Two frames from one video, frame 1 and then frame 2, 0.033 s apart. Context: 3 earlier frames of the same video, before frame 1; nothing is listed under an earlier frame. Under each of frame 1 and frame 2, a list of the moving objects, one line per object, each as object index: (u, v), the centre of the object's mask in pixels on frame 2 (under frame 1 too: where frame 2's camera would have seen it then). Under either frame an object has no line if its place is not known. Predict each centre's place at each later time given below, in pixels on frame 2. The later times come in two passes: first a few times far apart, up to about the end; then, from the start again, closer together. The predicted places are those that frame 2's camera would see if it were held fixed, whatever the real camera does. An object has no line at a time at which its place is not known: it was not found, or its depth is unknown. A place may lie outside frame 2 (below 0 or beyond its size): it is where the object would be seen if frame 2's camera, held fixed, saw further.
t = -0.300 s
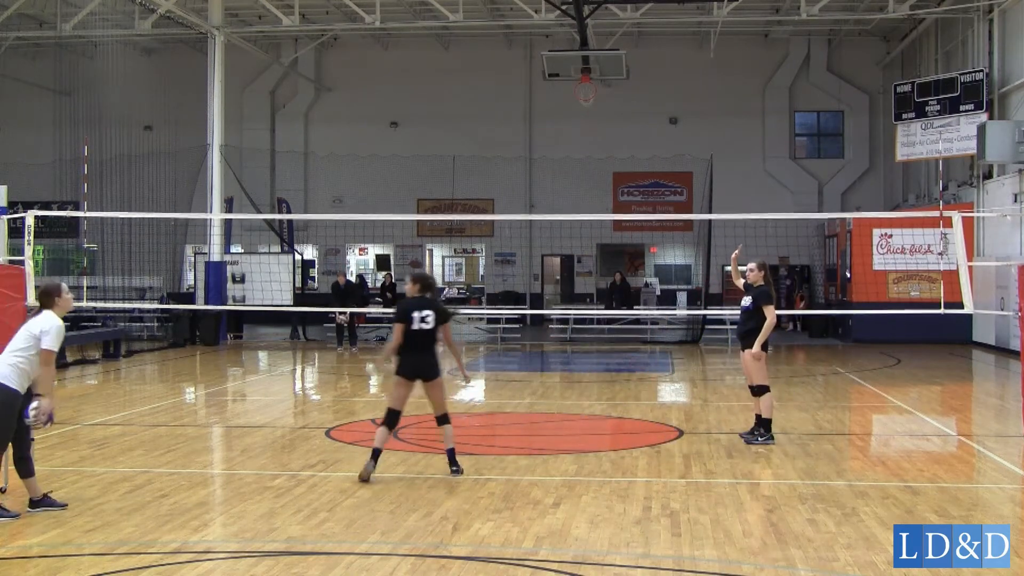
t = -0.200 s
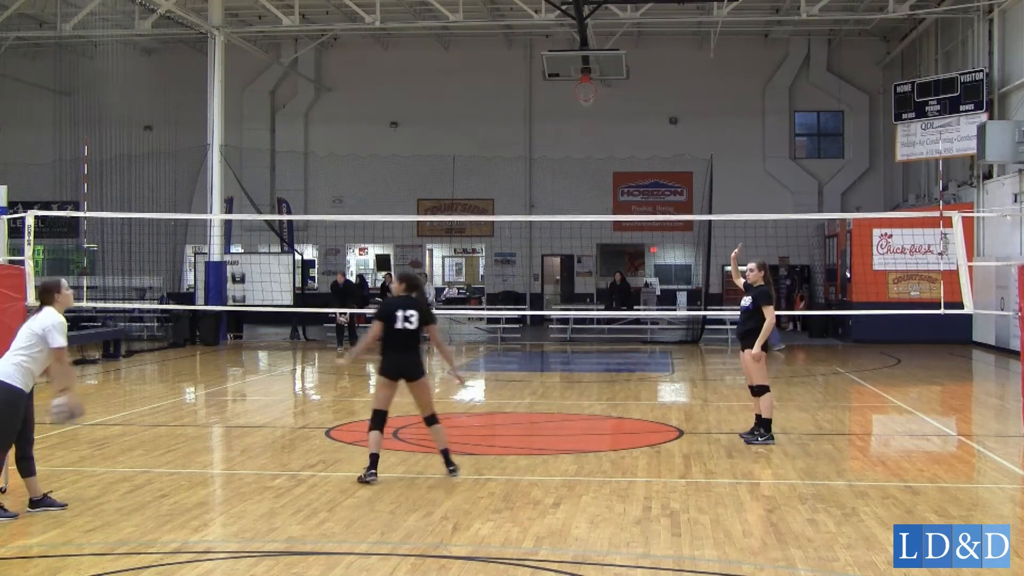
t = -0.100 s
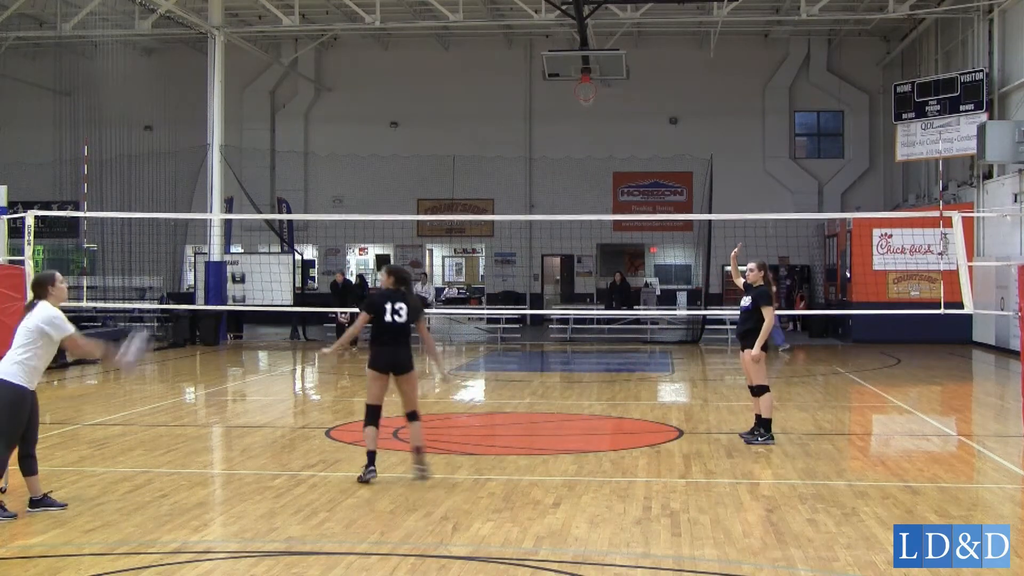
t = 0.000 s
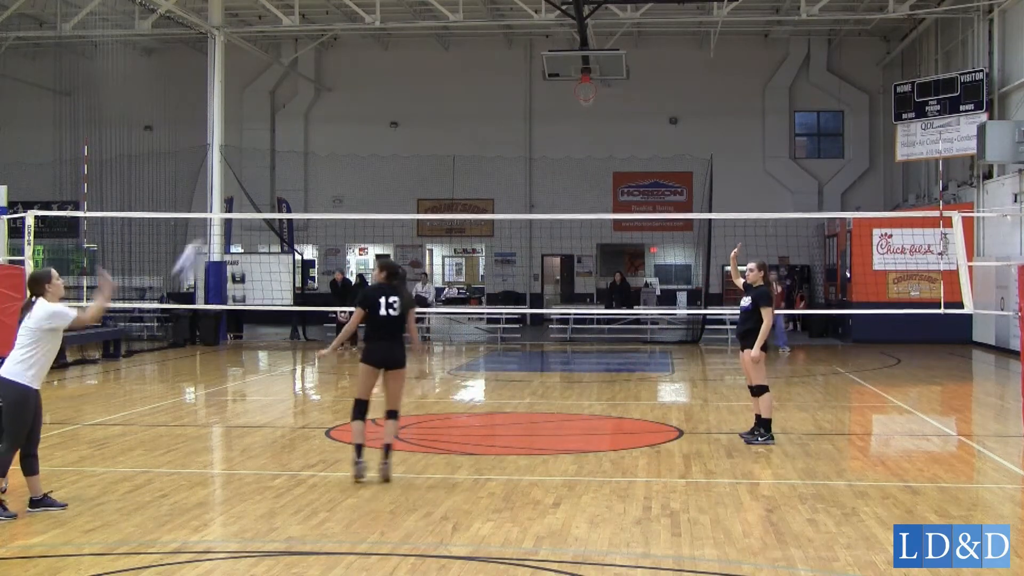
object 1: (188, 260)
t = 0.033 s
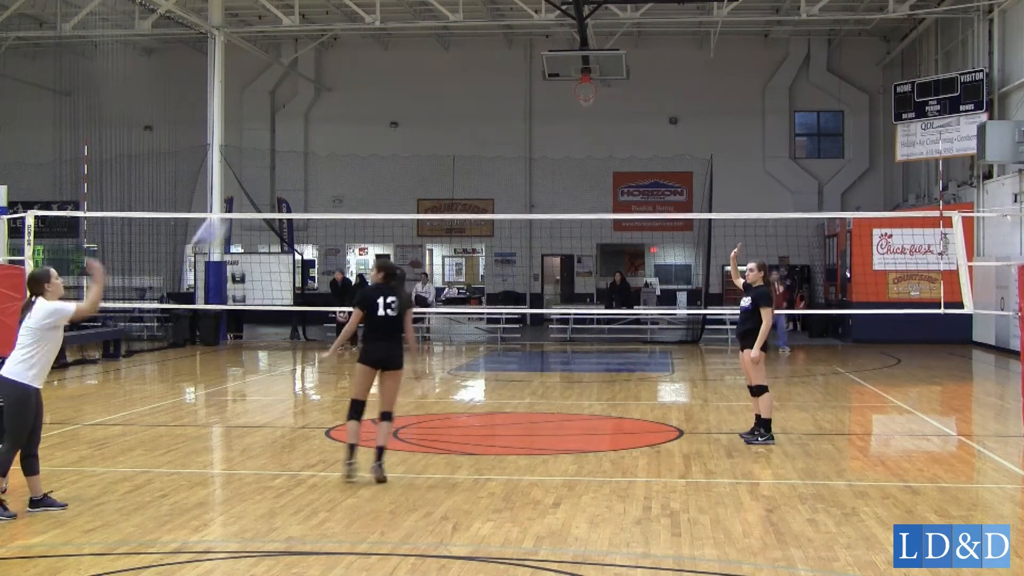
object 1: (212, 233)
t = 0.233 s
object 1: (312, 116)
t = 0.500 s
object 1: (427, 55)
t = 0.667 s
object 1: (489, 61)
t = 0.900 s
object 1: (568, 117)
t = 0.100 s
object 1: (247, 186)
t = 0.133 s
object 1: (262, 167)
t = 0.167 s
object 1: (279, 147)
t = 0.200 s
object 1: (295, 131)
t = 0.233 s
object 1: (312, 116)
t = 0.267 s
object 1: (327, 103)
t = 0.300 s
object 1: (342, 92)
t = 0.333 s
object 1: (356, 82)
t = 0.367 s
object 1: (370, 73)
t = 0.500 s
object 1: (427, 55)
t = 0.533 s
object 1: (439, 54)
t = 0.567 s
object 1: (452, 54)
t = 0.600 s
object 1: (465, 55)
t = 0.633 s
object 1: (477, 57)
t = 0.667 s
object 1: (489, 61)
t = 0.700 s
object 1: (500, 65)
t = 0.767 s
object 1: (524, 78)
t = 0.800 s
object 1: (535, 86)
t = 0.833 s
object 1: (546, 96)
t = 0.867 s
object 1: (557, 106)
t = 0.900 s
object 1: (568, 117)
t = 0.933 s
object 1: (578, 129)
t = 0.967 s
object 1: (588, 141)
